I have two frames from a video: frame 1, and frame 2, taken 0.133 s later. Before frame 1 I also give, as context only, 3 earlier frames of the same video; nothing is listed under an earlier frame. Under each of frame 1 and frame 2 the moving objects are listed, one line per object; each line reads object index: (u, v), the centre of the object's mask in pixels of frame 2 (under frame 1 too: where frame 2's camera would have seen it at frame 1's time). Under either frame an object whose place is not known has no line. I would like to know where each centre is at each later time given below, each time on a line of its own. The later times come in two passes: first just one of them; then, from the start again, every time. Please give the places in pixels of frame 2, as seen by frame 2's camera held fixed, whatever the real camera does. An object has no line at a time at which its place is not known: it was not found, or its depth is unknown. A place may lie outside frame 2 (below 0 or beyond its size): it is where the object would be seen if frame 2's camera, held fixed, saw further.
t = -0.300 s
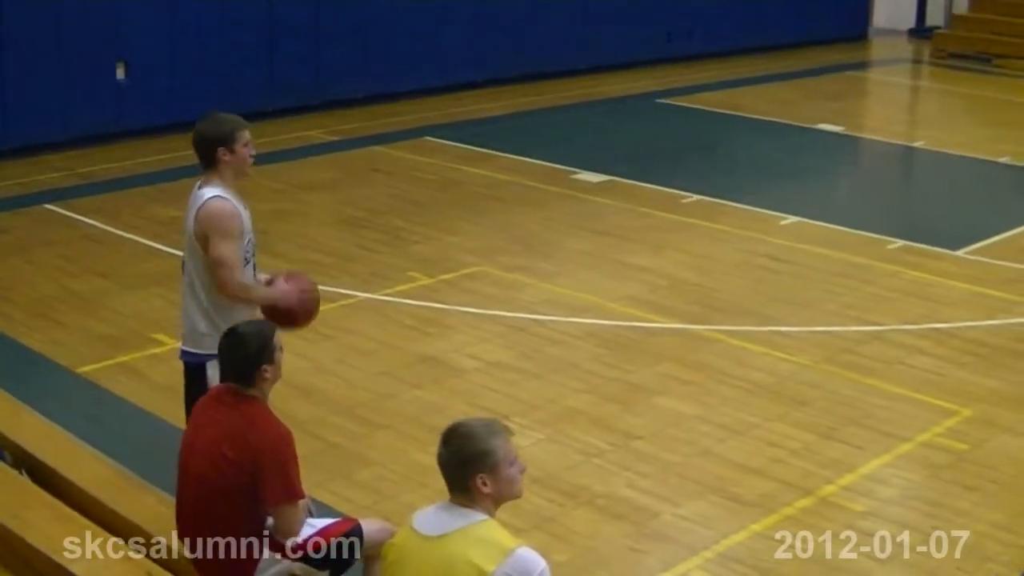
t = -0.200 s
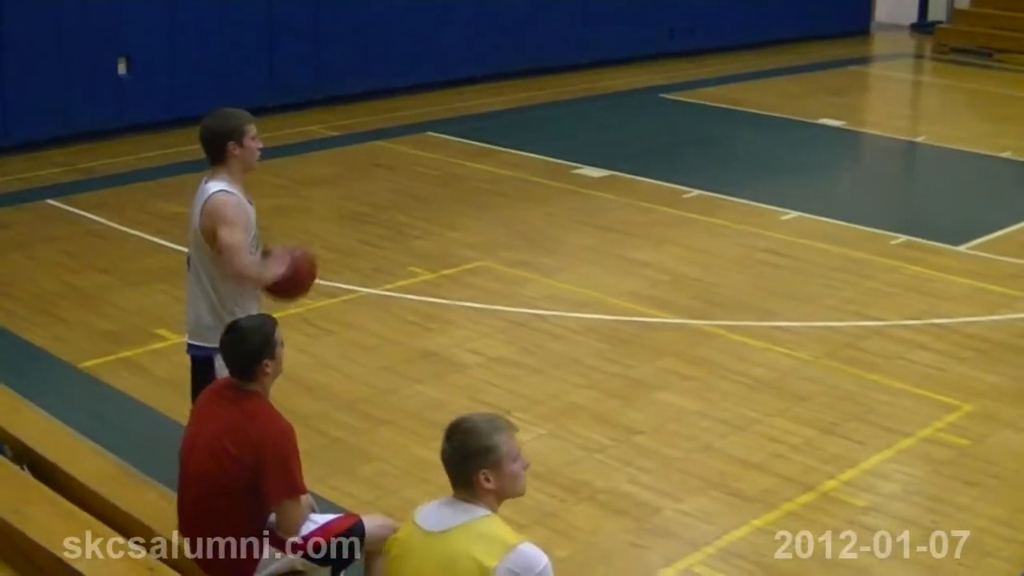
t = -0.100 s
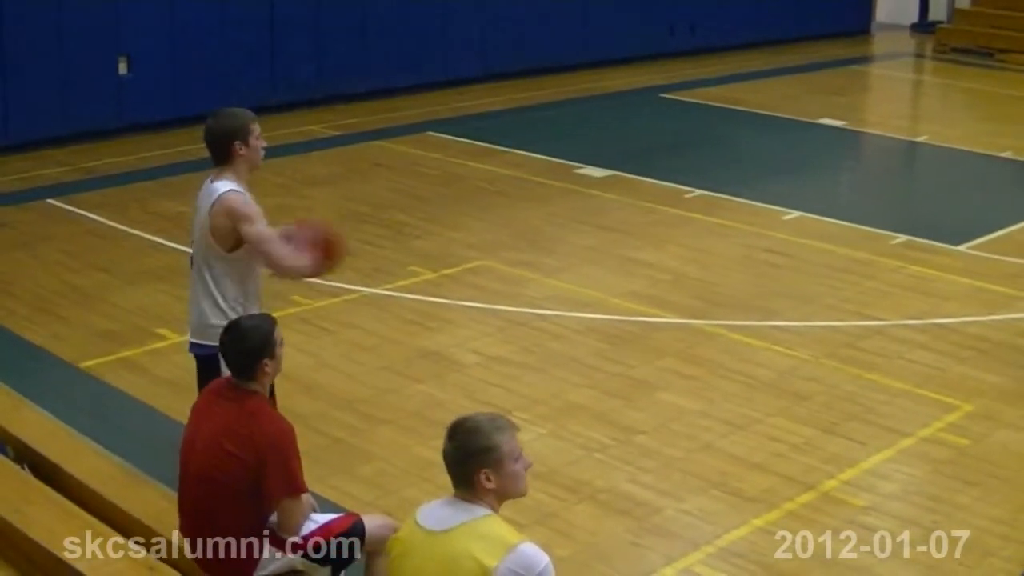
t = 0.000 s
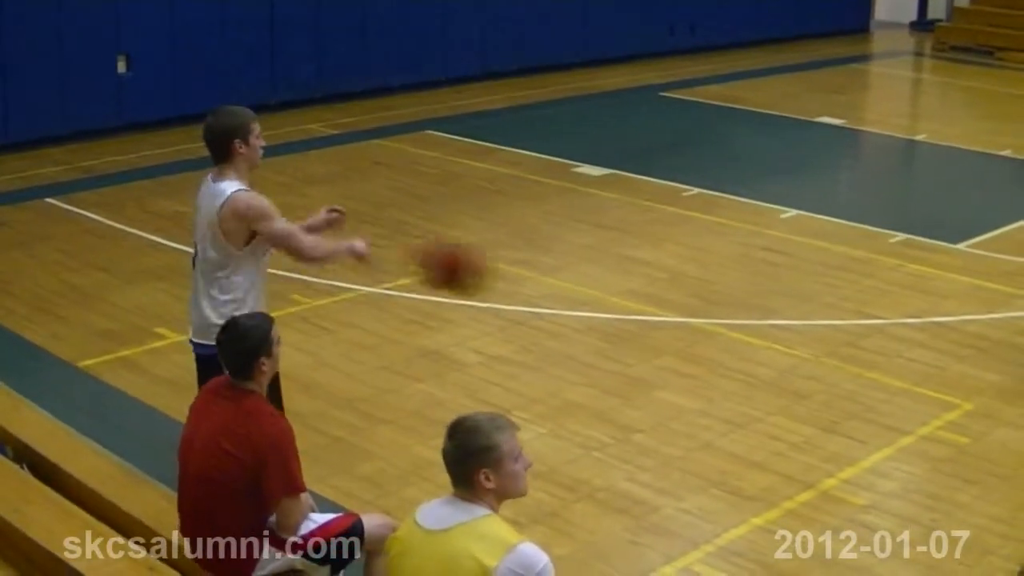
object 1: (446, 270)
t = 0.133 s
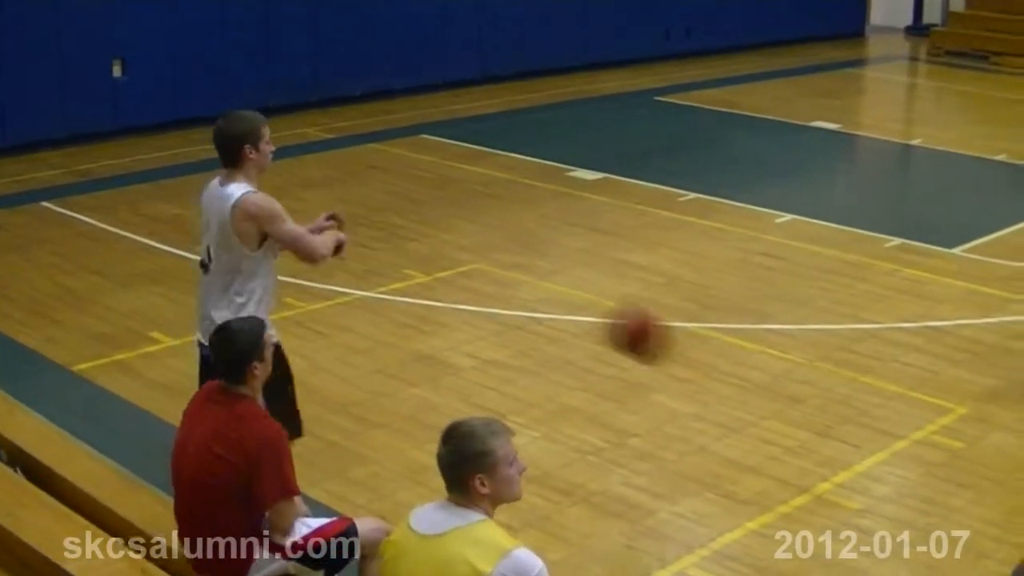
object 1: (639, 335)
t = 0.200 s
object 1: (722, 374)
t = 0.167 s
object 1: (681, 354)
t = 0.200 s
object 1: (722, 374)
